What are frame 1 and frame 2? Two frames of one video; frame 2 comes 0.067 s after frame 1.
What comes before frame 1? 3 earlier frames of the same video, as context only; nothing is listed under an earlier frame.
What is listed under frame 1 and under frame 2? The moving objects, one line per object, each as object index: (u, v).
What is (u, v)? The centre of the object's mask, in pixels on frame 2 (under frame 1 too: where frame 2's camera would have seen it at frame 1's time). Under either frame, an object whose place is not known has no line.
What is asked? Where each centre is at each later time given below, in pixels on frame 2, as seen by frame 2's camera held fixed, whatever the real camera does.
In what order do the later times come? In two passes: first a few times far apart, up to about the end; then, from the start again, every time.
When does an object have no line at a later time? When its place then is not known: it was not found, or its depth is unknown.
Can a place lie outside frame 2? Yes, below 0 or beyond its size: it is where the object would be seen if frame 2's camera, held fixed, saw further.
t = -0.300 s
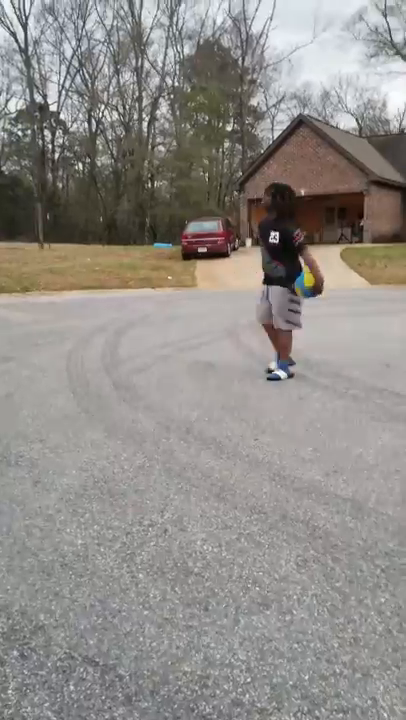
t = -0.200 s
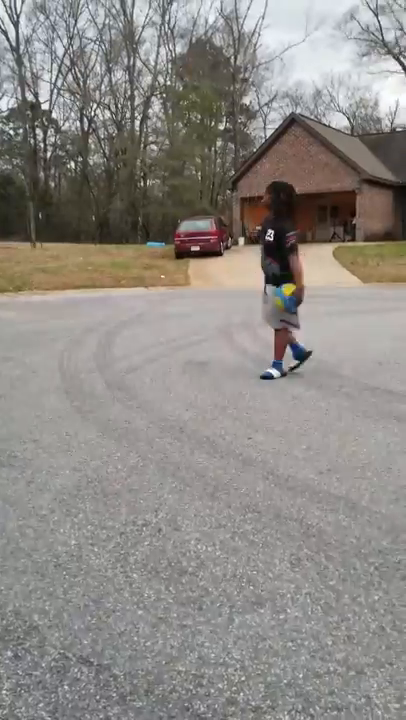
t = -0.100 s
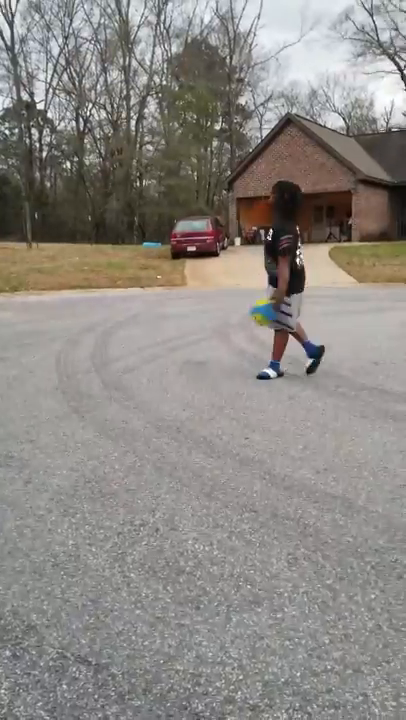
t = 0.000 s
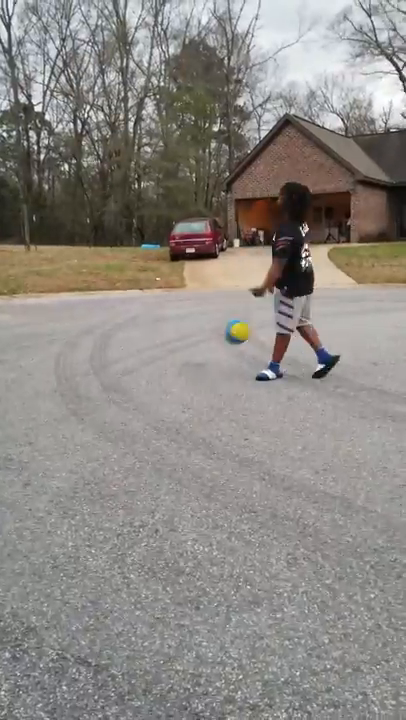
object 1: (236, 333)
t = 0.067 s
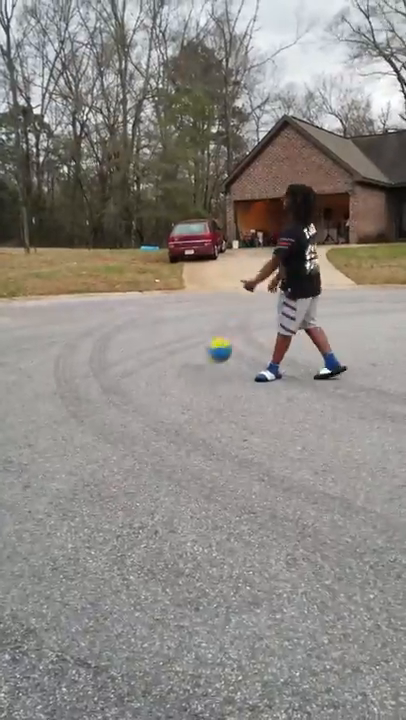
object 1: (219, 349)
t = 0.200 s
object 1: (190, 350)
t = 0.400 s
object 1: (154, 326)
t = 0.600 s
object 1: (123, 342)
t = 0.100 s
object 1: (211, 361)
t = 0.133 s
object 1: (203, 369)
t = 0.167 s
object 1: (198, 358)
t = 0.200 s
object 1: (190, 350)
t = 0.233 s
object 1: (184, 343)
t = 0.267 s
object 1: (178, 337)
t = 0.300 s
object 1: (171, 333)
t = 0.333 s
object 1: (165, 329)
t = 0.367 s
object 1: (159, 327)
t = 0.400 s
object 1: (154, 326)
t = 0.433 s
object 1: (148, 326)
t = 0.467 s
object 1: (143, 327)
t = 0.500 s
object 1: (138, 329)
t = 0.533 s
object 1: (132, 333)
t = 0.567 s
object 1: (127, 337)
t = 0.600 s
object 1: (123, 342)
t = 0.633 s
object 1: (118, 349)
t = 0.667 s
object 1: (113, 358)
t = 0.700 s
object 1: (108, 358)
